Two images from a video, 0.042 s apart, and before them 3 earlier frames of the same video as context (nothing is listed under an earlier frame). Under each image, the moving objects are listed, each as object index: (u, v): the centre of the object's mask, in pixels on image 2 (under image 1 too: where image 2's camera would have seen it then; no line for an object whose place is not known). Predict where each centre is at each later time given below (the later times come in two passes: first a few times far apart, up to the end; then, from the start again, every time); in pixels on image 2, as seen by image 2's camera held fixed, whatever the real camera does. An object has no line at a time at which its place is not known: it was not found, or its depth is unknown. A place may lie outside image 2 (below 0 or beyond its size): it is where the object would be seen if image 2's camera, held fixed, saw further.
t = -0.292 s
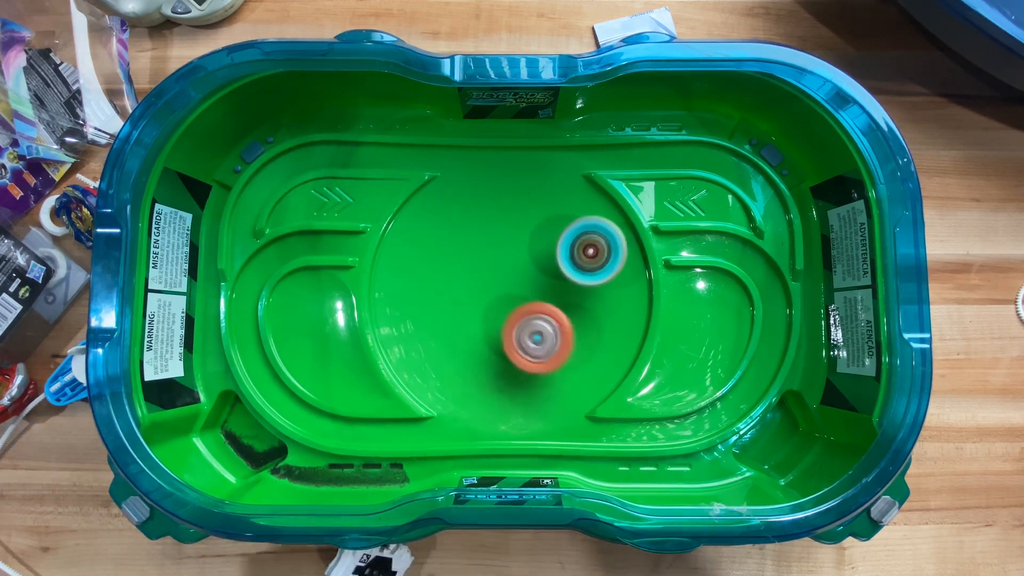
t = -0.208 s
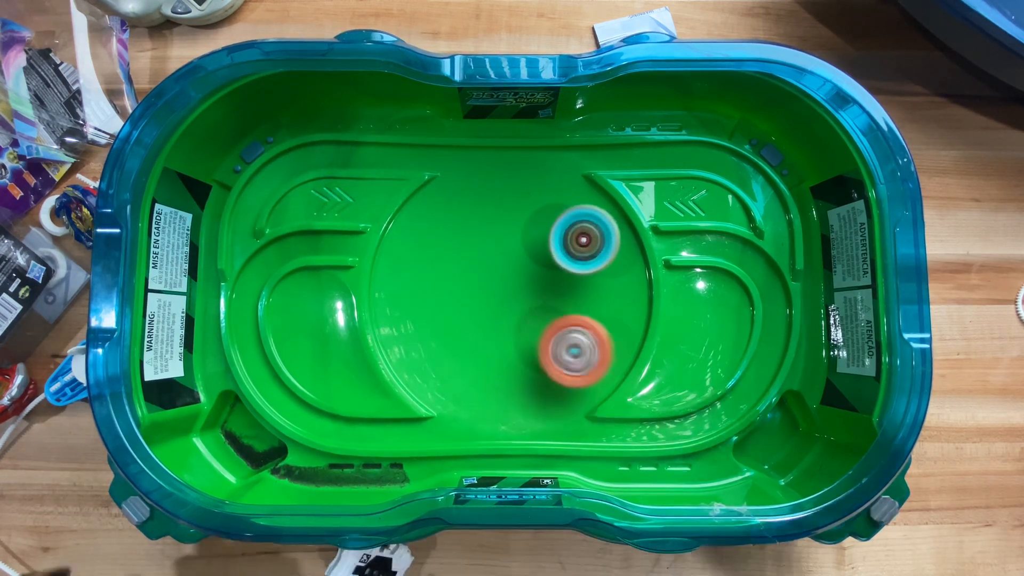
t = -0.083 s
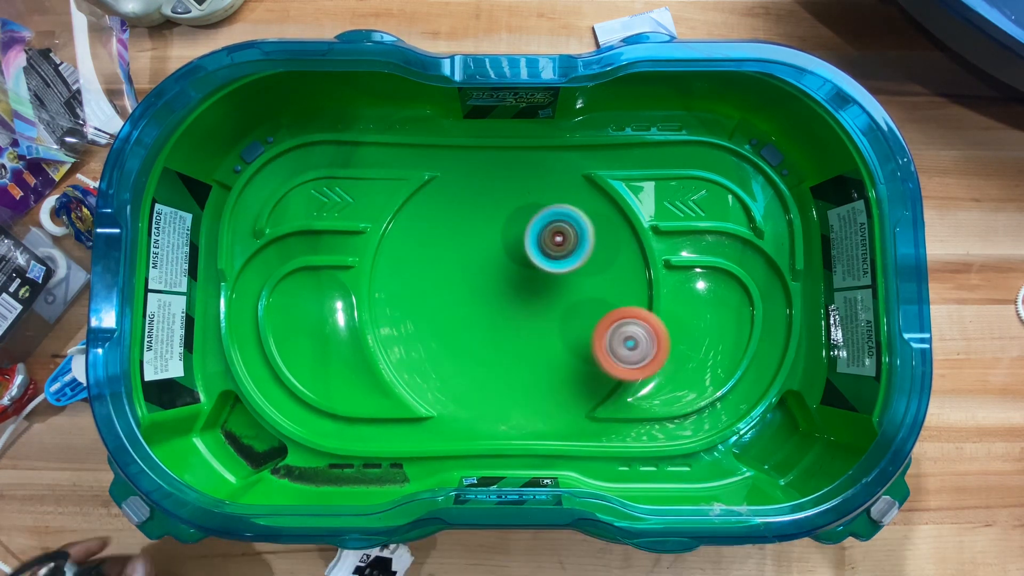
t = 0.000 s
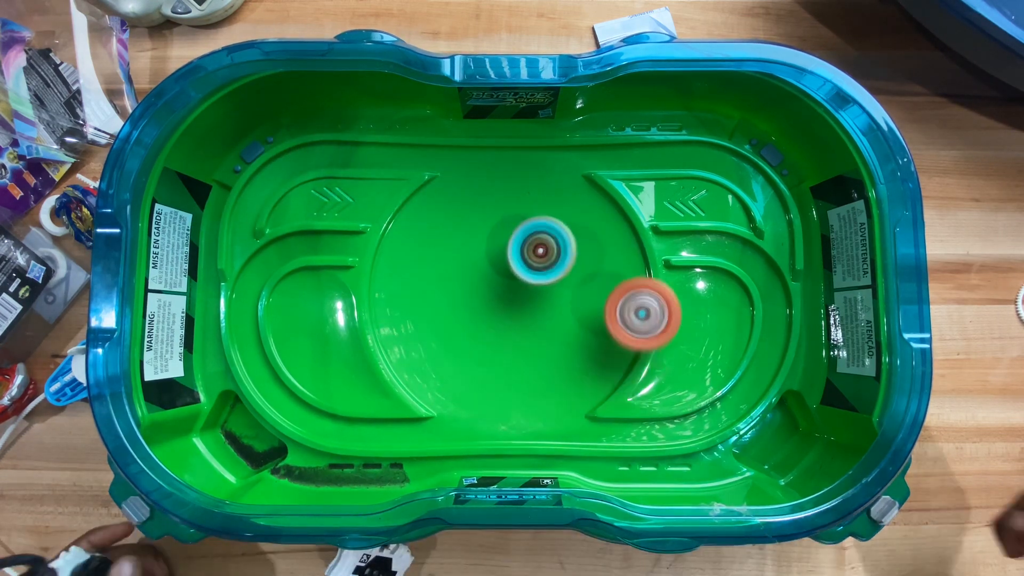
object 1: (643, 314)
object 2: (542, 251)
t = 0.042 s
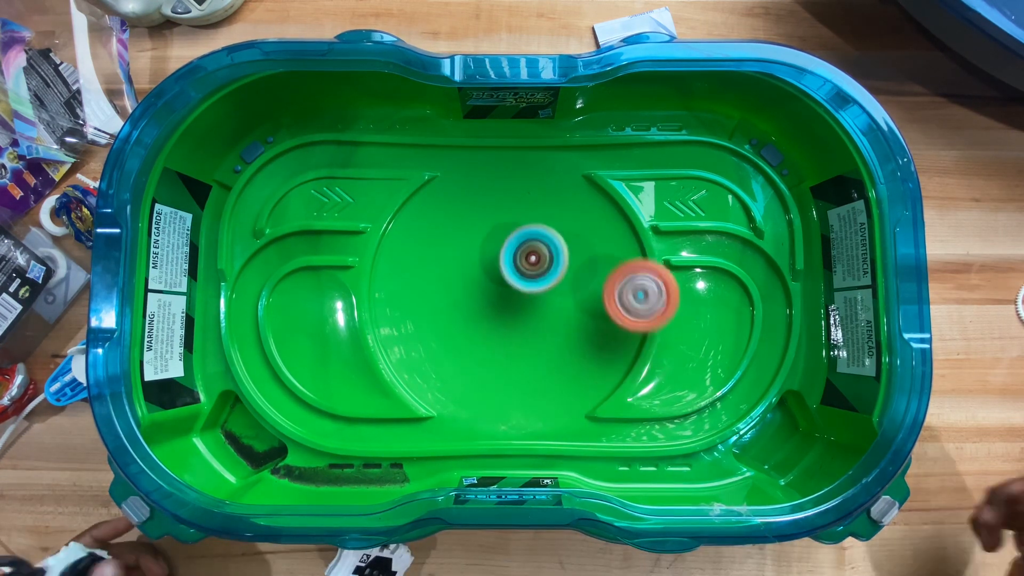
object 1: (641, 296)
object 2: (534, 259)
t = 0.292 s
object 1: (561, 247)
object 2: (479, 318)
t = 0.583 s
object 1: (490, 325)
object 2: (451, 402)
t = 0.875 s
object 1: (535, 373)
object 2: (402, 428)
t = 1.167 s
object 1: (540, 291)
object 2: (361, 429)
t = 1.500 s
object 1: (440, 284)
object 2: (389, 435)
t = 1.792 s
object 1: (464, 349)
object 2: (441, 427)
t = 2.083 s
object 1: (557, 280)
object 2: (550, 387)
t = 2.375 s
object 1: (521, 203)
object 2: (601, 304)
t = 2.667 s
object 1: (470, 271)
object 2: (559, 233)
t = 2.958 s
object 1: (543, 339)
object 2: (487, 231)
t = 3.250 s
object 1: (610, 297)
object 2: (454, 298)
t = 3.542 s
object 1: (528, 256)
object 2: (498, 352)
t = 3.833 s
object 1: (458, 322)
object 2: (561, 331)
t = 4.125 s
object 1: (502, 379)
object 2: (557, 268)
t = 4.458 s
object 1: (551, 300)
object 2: (484, 232)
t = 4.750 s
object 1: (545, 267)
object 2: (403, 218)
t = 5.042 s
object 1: (506, 306)
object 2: (424, 283)
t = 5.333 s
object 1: (573, 335)
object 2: (501, 308)
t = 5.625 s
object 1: (606, 265)
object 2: (542, 304)
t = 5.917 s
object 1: (528, 231)
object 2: (540, 309)
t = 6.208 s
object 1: (453, 283)
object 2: (529, 328)
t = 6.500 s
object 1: (419, 359)
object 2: (564, 325)
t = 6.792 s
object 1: (479, 364)
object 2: (579, 280)
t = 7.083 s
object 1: (495, 289)
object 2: (553, 234)
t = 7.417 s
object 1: (451, 240)
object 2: (527, 213)
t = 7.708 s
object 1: (447, 302)
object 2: (544, 271)
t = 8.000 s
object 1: (471, 333)
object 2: (577, 330)
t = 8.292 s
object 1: (483, 329)
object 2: (564, 368)
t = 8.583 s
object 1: (490, 271)
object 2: (520, 345)
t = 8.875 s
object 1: (469, 213)
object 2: (500, 307)
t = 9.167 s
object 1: (449, 221)
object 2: (520, 273)
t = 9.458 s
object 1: (490, 266)
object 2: (564, 287)
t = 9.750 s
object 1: (527, 305)
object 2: (599, 324)
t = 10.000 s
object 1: (473, 290)
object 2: (605, 352)
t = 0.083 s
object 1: (634, 277)
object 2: (527, 268)
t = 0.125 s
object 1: (622, 264)
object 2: (522, 276)
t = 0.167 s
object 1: (602, 254)
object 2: (519, 283)
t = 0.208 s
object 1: (581, 250)
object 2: (517, 289)
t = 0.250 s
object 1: (573, 247)
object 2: (498, 302)
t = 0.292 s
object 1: (561, 247)
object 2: (479, 318)
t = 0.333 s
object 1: (547, 253)
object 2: (465, 332)
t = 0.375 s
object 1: (530, 262)
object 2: (457, 346)
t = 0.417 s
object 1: (518, 271)
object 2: (453, 359)
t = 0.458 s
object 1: (509, 284)
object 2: (452, 372)
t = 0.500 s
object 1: (501, 297)
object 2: (452, 383)
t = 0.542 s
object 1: (494, 311)
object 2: (452, 393)
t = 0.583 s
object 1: (490, 325)
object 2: (451, 402)
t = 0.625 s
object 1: (487, 338)
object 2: (451, 408)
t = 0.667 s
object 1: (491, 346)
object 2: (448, 418)
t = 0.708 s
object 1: (497, 355)
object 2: (445, 425)
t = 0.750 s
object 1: (504, 365)
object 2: (439, 429)
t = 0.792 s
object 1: (513, 371)
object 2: (428, 430)
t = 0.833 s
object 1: (524, 373)
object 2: (416, 428)
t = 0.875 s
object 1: (535, 373)
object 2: (402, 428)
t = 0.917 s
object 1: (546, 368)
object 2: (390, 430)
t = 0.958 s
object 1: (556, 359)
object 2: (378, 428)
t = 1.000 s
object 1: (561, 346)
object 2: (369, 429)
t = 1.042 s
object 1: (562, 331)
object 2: (364, 428)
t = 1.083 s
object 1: (559, 317)
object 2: (361, 428)
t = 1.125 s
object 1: (551, 303)
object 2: (361, 428)
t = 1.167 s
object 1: (540, 291)
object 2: (361, 429)
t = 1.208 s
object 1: (528, 283)
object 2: (363, 429)
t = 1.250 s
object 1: (515, 277)
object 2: (365, 430)
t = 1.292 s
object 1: (501, 273)
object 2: (368, 431)
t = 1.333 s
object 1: (488, 270)
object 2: (371, 432)
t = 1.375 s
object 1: (475, 270)
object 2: (375, 433)
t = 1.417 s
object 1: (462, 272)
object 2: (379, 433)
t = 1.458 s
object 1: (451, 277)
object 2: (384, 434)
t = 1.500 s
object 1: (440, 284)
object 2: (389, 435)
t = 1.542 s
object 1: (433, 293)
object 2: (393, 437)
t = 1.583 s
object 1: (428, 305)
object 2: (399, 438)
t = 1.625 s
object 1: (427, 317)
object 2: (405, 438)
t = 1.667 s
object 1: (430, 328)
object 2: (411, 438)
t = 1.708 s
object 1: (438, 339)
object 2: (419, 438)
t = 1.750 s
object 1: (449, 346)
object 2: (428, 436)
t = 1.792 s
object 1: (464, 349)
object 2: (441, 427)
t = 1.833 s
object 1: (479, 348)
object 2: (457, 417)
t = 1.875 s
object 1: (496, 341)
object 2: (471, 412)
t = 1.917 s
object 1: (516, 331)
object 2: (485, 411)
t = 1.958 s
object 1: (530, 320)
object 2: (500, 406)
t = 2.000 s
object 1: (542, 307)
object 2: (517, 401)
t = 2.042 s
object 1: (551, 294)
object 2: (534, 394)
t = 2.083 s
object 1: (557, 280)
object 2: (550, 387)
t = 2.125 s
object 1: (560, 265)
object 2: (564, 379)
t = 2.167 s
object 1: (560, 251)
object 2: (575, 370)
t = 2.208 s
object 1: (557, 237)
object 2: (585, 357)
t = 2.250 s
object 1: (552, 225)
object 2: (593, 345)
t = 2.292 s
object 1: (543, 215)
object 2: (598, 331)
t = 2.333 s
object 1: (533, 207)
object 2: (601, 317)
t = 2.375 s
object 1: (521, 203)
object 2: (601, 304)
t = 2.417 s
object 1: (508, 202)
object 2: (600, 290)
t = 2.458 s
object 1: (496, 206)
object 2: (596, 278)
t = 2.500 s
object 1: (484, 214)
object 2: (591, 267)
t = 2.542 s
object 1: (475, 226)
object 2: (585, 256)
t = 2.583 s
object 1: (470, 240)
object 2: (576, 247)
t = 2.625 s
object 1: (468, 256)
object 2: (568, 240)
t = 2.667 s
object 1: (470, 271)
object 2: (559, 233)
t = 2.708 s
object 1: (476, 286)
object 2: (549, 229)
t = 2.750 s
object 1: (484, 300)
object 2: (540, 225)
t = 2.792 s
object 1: (494, 310)
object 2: (529, 222)
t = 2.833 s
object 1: (505, 320)
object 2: (518, 222)
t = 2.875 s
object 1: (517, 329)
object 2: (507, 223)
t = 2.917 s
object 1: (529, 335)
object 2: (496, 226)
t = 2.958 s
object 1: (543, 339)
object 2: (487, 231)
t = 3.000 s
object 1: (557, 340)
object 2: (477, 238)
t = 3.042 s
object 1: (570, 339)
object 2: (469, 247)
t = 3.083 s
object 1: (583, 336)
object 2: (463, 256)
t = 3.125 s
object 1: (594, 330)
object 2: (458, 266)
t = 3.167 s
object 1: (602, 321)
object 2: (455, 277)
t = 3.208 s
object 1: (608, 310)
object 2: (454, 287)
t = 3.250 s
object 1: (610, 297)
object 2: (454, 298)
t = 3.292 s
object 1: (607, 284)
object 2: (457, 309)
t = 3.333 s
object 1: (600, 272)
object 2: (460, 318)
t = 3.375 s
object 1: (589, 263)
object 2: (466, 328)
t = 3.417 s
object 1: (575, 256)
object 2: (472, 335)
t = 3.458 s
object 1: (560, 253)
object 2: (480, 343)
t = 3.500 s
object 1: (544, 253)
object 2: (489, 348)
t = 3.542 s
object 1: (528, 256)
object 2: (498, 352)
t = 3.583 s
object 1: (514, 261)
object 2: (509, 354)
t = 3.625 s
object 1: (501, 268)
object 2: (518, 354)
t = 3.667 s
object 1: (489, 277)
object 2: (529, 353)
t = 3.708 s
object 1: (479, 286)
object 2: (538, 350)
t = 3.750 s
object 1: (470, 297)
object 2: (547, 345)
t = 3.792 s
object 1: (463, 309)
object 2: (555, 338)
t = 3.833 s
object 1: (458, 322)
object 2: (561, 331)
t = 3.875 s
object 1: (456, 335)
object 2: (565, 322)
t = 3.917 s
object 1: (457, 347)
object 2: (568, 313)
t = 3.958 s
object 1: (461, 359)
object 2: (570, 303)
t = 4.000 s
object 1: (467, 369)
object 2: (568, 293)
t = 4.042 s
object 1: (477, 376)
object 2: (566, 284)
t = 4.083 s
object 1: (489, 379)
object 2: (562, 275)
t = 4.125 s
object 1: (502, 379)
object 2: (557, 268)
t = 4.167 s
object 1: (515, 375)
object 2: (550, 261)
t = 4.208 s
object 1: (527, 368)
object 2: (544, 255)
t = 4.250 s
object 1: (537, 357)
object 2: (536, 251)
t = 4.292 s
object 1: (544, 344)
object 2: (528, 247)
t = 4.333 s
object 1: (547, 329)
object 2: (519, 245)
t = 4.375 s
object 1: (548, 314)
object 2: (511, 244)
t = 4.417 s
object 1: (547, 301)
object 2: (501, 244)
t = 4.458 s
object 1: (551, 300)
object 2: (484, 232)
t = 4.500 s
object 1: (557, 301)
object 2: (466, 222)
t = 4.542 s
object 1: (561, 295)
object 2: (454, 216)
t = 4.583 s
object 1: (564, 288)
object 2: (443, 214)
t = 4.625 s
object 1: (563, 280)
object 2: (431, 213)
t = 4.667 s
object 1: (558, 274)
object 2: (421, 213)
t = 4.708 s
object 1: (552, 270)
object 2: (411, 214)
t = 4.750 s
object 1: (545, 267)
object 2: (403, 218)
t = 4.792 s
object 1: (536, 268)
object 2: (395, 224)
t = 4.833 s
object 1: (528, 271)
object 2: (391, 232)
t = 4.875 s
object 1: (521, 277)
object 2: (391, 243)
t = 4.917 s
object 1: (516, 283)
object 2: (395, 254)
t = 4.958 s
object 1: (512, 291)
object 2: (403, 265)
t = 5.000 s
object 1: (509, 299)
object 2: (412, 274)
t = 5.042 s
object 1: (506, 306)
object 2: (424, 283)
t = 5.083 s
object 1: (506, 314)
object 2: (435, 289)
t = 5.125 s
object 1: (514, 325)
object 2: (443, 292)
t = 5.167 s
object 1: (524, 333)
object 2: (454, 296)
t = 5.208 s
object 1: (536, 338)
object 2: (466, 300)
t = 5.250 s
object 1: (549, 340)
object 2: (477, 303)
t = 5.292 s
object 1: (562, 339)
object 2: (488, 305)
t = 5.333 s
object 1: (573, 335)
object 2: (501, 308)
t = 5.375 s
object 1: (585, 328)
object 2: (509, 308)
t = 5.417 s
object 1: (599, 322)
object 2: (510, 306)
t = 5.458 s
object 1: (608, 313)
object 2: (515, 305)
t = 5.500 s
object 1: (614, 302)
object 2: (523, 305)
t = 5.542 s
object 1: (616, 289)
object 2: (530, 305)
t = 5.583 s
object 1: (613, 276)
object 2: (536, 305)
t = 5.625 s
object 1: (606, 265)
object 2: (542, 304)
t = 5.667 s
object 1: (602, 253)
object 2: (543, 305)
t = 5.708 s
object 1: (594, 244)
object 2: (544, 306)
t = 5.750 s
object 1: (583, 236)
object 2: (544, 307)
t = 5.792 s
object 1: (570, 232)
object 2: (544, 306)
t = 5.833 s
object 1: (556, 230)
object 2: (544, 306)
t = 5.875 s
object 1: (542, 232)
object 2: (542, 305)
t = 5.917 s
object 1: (528, 231)
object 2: (540, 309)
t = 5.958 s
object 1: (515, 233)
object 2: (538, 314)
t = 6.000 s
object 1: (501, 236)
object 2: (537, 317)
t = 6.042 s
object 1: (489, 242)
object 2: (536, 321)
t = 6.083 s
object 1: (478, 251)
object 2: (534, 324)
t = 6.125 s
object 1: (468, 260)
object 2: (533, 325)
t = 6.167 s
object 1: (459, 271)
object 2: (532, 326)
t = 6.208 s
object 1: (453, 283)
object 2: (529, 328)
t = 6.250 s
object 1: (449, 295)
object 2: (527, 327)
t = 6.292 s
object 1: (448, 309)
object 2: (525, 327)
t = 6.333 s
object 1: (448, 321)
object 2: (524, 327)
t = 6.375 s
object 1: (434, 330)
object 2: (537, 330)
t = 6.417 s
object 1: (426, 339)
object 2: (547, 330)
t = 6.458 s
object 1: (421, 348)
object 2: (556, 328)
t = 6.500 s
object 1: (419, 359)
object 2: (564, 325)
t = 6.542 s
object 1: (420, 369)
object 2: (571, 320)
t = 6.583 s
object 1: (424, 378)
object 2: (576, 315)
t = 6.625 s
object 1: (433, 384)
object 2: (581, 308)
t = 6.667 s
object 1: (444, 384)
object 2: (584, 302)
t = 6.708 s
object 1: (456, 381)
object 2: (584, 295)
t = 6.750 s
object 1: (468, 373)
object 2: (582, 287)
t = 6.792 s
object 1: (479, 364)
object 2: (579, 280)
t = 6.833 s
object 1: (488, 353)
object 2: (573, 275)
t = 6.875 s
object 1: (496, 341)
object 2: (566, 270)
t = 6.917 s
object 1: (502, 329)
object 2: (558, 266)
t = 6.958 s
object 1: (503, 318)
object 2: (554, 263)
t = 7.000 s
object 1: (500, 310)
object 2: (552, 253)
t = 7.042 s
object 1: (499, 299)
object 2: (551, 245)
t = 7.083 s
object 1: (495, 289)
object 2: (553, 234)
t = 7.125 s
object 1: (492, 278)
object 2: (553, 226)
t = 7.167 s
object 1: (488, 267)
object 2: (552, 219)
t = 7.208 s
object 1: (484, 258)
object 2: (550, 213)
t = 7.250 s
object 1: (478, 250)
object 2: (547, 208)
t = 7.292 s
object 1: (471, 244)
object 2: (543, 206)
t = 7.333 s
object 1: (464, 240)
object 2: (538, 206)
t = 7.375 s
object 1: (457, 238)
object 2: (532, 208)
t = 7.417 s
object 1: (451, 240)
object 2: (527, 213)
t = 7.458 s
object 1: (447, 245)
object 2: (523, 221)
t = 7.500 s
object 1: (448, 252)
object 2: (519, 229)
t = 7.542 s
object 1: (442, 261)
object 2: (525, 237)
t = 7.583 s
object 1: (439, 270)
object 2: (532, 246)
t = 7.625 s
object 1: (438, 281)
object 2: (537, 255)
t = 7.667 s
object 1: (441, 292)
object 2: (540, 263)
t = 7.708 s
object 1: (447, 302)
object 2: (544, 271)
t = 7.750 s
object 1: (455, 310)
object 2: (547, 280)
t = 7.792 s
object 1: (465, 317)
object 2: (549, 288)
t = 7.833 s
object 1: (476, 322)
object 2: (551, 297)
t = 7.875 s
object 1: (484, 324)
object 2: (553, 306)
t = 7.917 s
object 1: (479, 326)
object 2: (567, 314)
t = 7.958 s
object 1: (474, 329)
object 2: (574, 322)
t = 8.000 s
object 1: (471, 333)
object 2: (577, 330)
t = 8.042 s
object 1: (468, 337)
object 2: (579, 337)
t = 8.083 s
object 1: (468, 339)
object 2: (579, 344)
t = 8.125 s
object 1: (470, 341)
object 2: (579, 350)
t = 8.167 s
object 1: (472, 341)
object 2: (577, 356)
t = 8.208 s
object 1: (476, 338)
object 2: (574, 361)
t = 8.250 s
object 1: (480, 335)
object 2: (570, 365)
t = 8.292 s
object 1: (483, 329)
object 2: (564, 368)
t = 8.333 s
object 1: (486, 322)
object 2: (558, 369)
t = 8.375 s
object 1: (489, 314)
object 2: (551, 368)
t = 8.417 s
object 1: (489, 305)
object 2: (545, 365)
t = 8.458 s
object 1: (490, 296)
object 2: (538, 362)
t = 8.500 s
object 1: (491, 288)
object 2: (531, 357)
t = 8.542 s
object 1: (490, 280)
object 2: (525, 351)
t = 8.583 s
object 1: (490, 271)
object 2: (520, 345)
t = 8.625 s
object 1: (489, 264)
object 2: (515, 338)
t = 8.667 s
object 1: (486, 257)
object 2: (511, 330)
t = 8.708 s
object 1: (485, 252)
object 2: (507, 322)
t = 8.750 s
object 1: (481, 239)
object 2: (505, 323)
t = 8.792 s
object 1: (478, 228)
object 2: (503, 322)
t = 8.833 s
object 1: (474, 220)
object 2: (500, 315)
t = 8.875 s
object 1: (469, 213)
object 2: (500, 307)
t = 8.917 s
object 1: (464, 207)
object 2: (500, 299)
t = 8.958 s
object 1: (459, 203)
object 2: (500, 292)
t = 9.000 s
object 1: (454, 204)
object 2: (501, 284)
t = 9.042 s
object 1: (451, 208)
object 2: (502, 277)
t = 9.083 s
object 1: (451, 215)
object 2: (504, 270)
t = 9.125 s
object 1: (449, 217)
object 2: (513, 271)
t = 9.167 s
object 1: (449, 221)
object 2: (520, 273)
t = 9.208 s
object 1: (450, 226)
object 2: (527, 274)
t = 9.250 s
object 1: (453, 232)
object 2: (535, 275)
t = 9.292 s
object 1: (459, 239)
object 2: (541, 276)
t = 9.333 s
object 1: (466, 247)
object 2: (548, 279)
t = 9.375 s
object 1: (474, 254)
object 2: (554, 281)
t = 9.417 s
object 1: (482, 261)
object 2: (559, 284)
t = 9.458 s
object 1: (490, 266)
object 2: (564, 287)
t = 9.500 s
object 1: (498, 272)
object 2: (570, 292)
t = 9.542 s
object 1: (504, 276)
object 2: (576, 298)
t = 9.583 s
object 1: (507, 280)
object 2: (584, 305)
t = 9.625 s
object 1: (511, 286)
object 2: (589, 309)
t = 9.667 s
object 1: (516, 293)
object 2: (594, 313)
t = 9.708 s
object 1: (521, 300)
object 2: (597, 319)
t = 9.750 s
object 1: (527, 305)
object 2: (599, 324)
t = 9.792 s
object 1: (518, 302)
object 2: (615, 340)
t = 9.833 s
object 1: (507, 298)
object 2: (625, 351)
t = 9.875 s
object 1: (498, 296)
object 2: (625, 356)
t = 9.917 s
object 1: (490, 293)
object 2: (618, 354)
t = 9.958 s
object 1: (481, 292)
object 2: (612, 353)
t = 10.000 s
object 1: (473, 290)
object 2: (605, 352)
